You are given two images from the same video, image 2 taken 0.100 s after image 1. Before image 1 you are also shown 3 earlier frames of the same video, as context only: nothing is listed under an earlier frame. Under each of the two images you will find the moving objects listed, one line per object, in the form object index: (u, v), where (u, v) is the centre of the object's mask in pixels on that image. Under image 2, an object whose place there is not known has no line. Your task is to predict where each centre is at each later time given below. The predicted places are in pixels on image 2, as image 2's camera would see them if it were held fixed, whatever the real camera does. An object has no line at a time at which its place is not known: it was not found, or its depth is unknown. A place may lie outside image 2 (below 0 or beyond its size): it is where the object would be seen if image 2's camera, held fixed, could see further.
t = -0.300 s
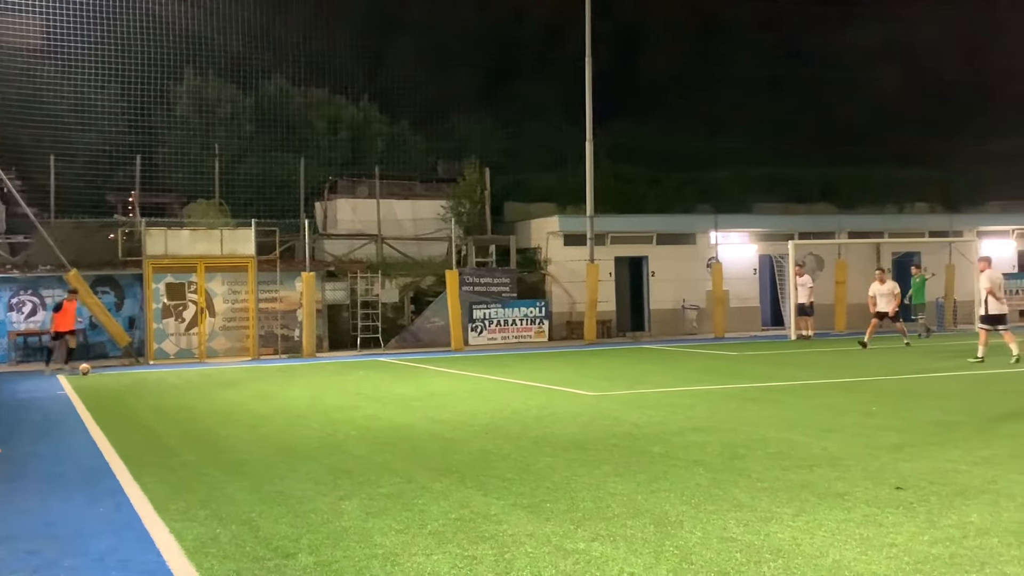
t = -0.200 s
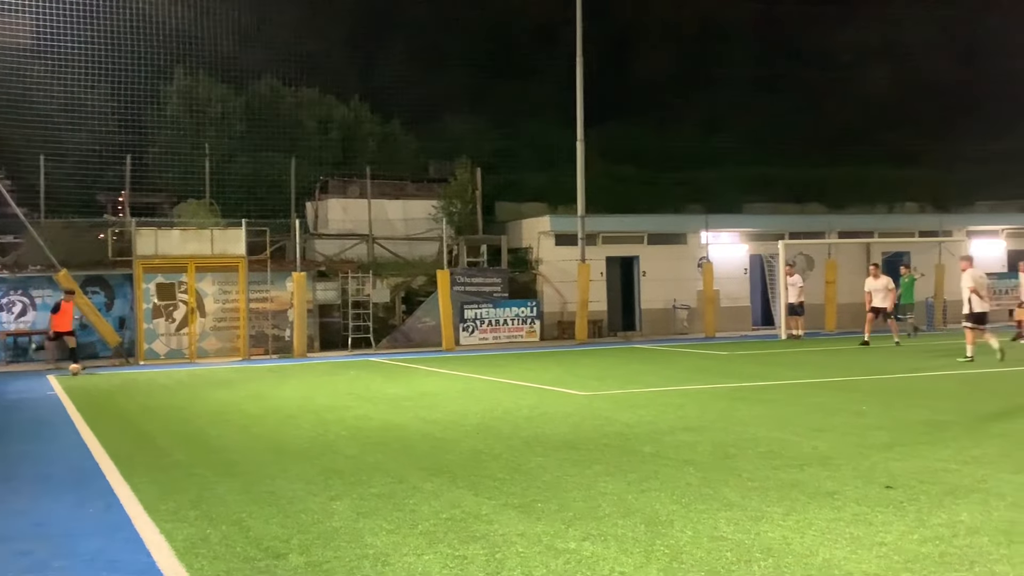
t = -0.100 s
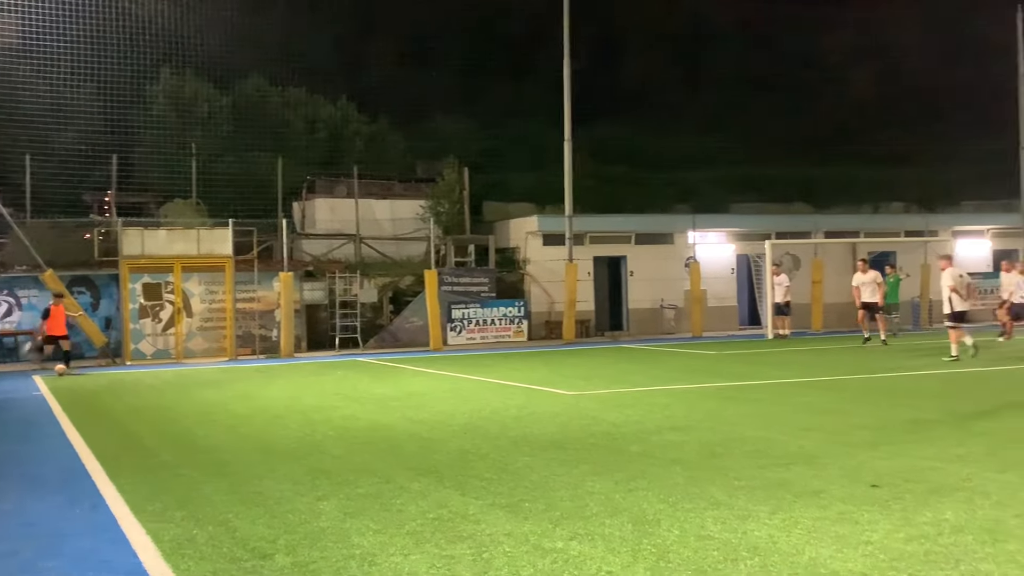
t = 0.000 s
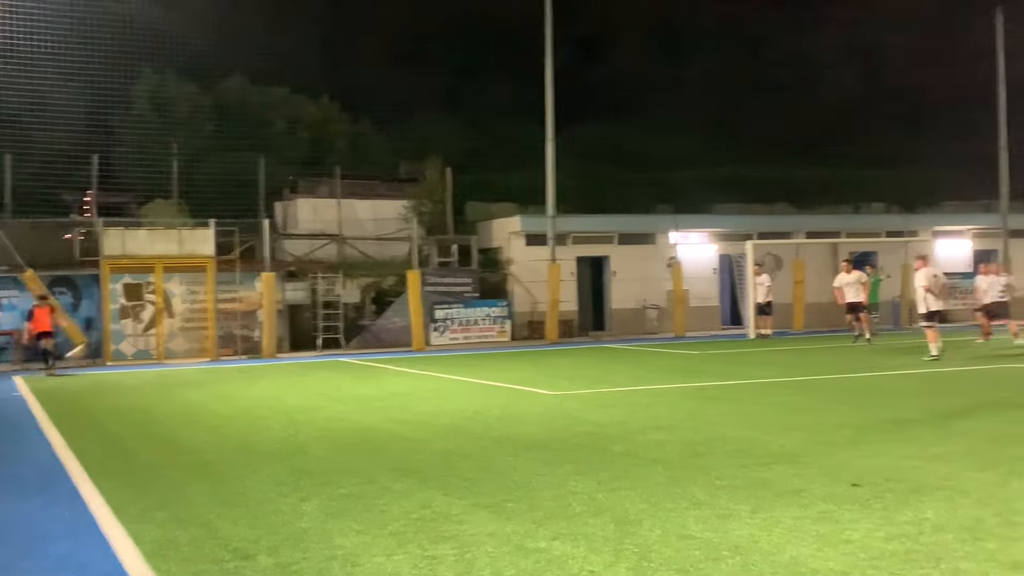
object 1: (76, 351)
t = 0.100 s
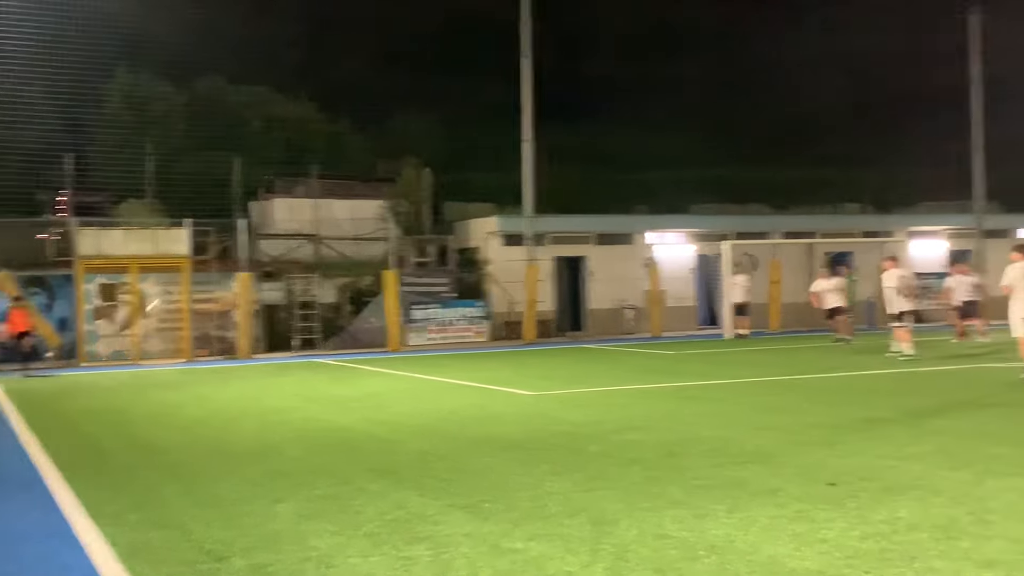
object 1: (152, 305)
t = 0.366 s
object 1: (411, 214)
